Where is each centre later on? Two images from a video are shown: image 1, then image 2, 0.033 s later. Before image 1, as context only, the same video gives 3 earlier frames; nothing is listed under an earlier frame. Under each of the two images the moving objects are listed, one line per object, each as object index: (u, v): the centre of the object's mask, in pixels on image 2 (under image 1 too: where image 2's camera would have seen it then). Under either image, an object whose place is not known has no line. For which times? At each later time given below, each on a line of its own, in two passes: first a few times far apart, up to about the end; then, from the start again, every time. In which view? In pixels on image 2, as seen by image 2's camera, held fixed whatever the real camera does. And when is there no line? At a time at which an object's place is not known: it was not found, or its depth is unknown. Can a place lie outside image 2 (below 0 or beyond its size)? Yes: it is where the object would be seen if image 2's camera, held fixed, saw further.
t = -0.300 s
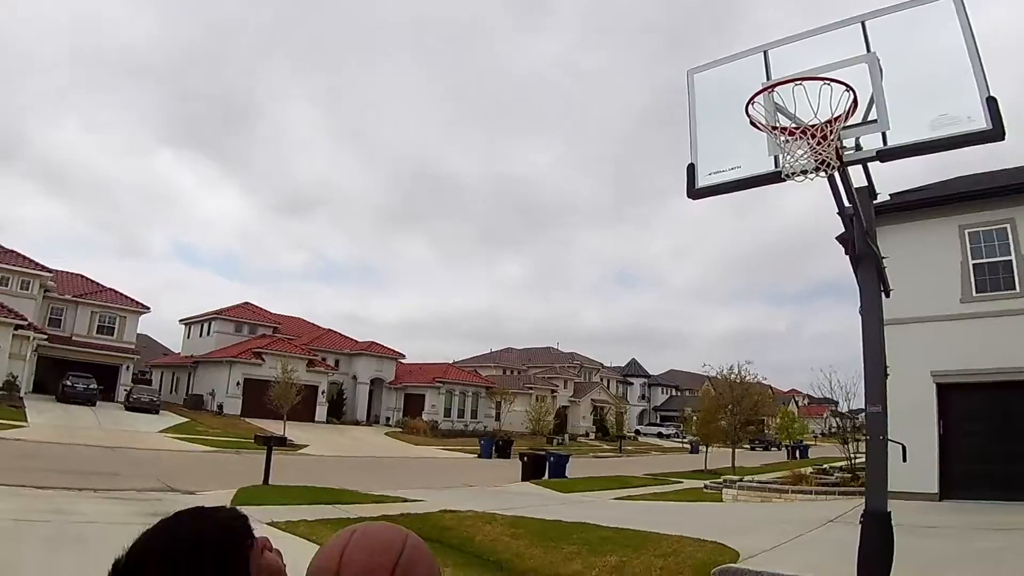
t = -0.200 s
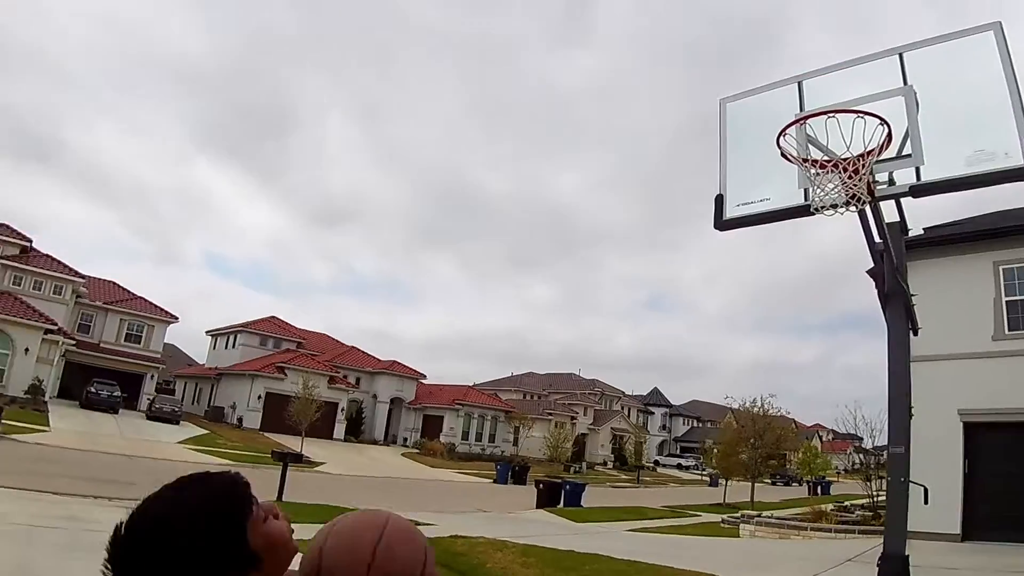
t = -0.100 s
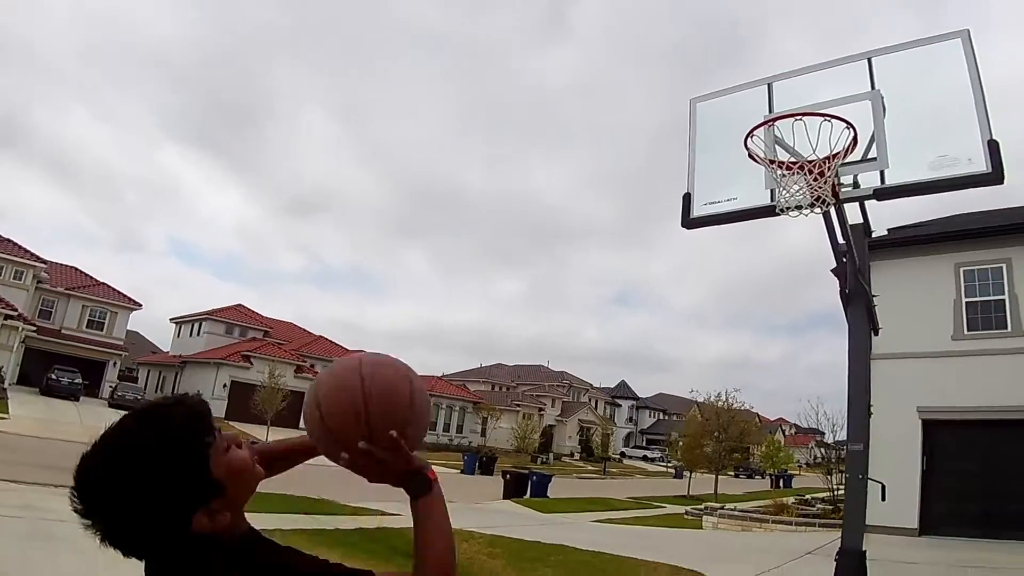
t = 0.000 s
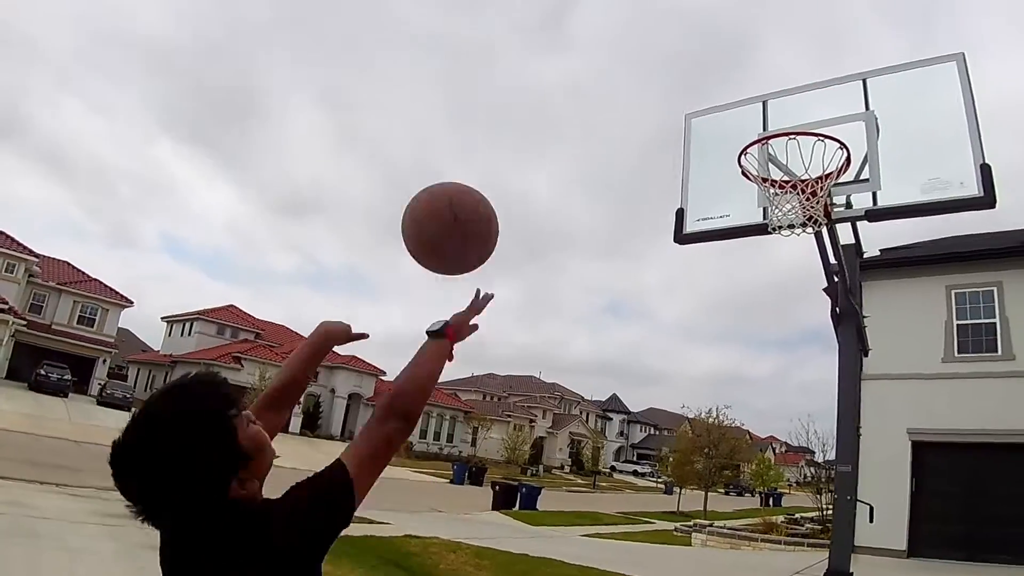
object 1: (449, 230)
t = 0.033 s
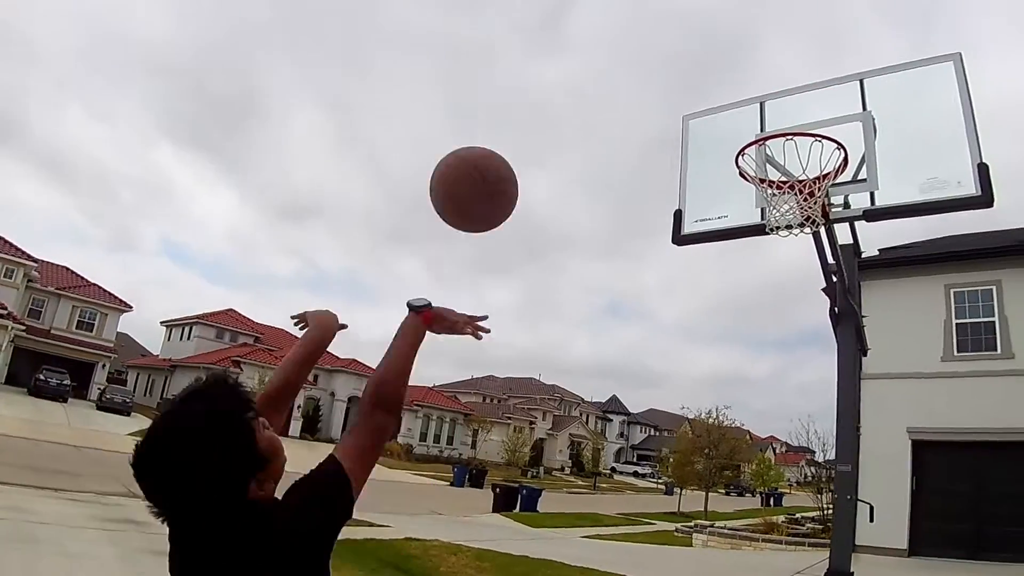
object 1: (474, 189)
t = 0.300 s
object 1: (578, 72)
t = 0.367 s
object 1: (591, 73)
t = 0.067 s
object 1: (494, 157)
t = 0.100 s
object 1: (513, 132)
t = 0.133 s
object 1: (528, 113)
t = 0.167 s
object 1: (541, 98)
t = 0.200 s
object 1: (552, 86)
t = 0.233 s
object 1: (561, 79)
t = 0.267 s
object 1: (570, 74)
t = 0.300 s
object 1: (578, 72)
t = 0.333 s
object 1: (586, 71)
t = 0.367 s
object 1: (591, 73)
